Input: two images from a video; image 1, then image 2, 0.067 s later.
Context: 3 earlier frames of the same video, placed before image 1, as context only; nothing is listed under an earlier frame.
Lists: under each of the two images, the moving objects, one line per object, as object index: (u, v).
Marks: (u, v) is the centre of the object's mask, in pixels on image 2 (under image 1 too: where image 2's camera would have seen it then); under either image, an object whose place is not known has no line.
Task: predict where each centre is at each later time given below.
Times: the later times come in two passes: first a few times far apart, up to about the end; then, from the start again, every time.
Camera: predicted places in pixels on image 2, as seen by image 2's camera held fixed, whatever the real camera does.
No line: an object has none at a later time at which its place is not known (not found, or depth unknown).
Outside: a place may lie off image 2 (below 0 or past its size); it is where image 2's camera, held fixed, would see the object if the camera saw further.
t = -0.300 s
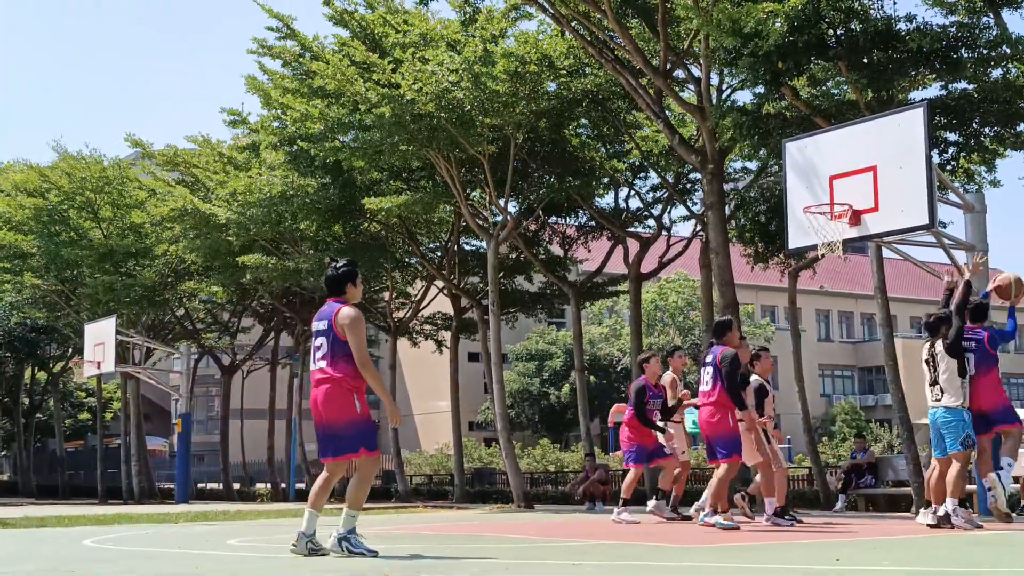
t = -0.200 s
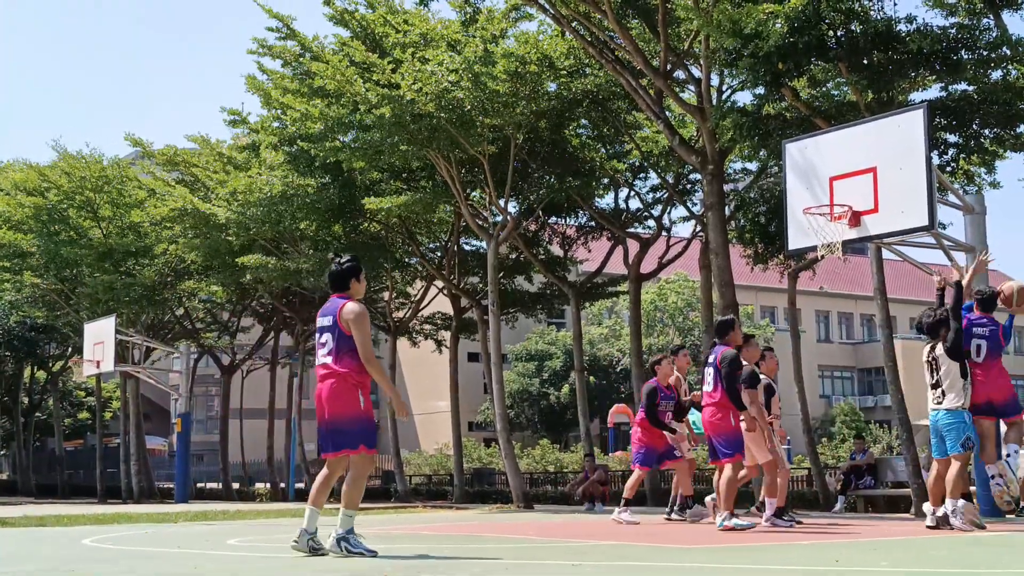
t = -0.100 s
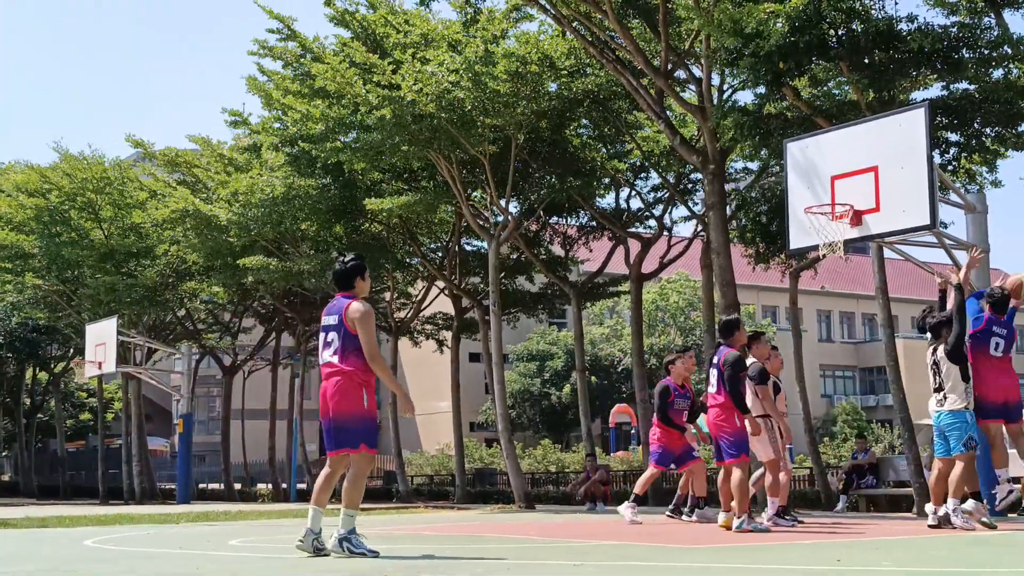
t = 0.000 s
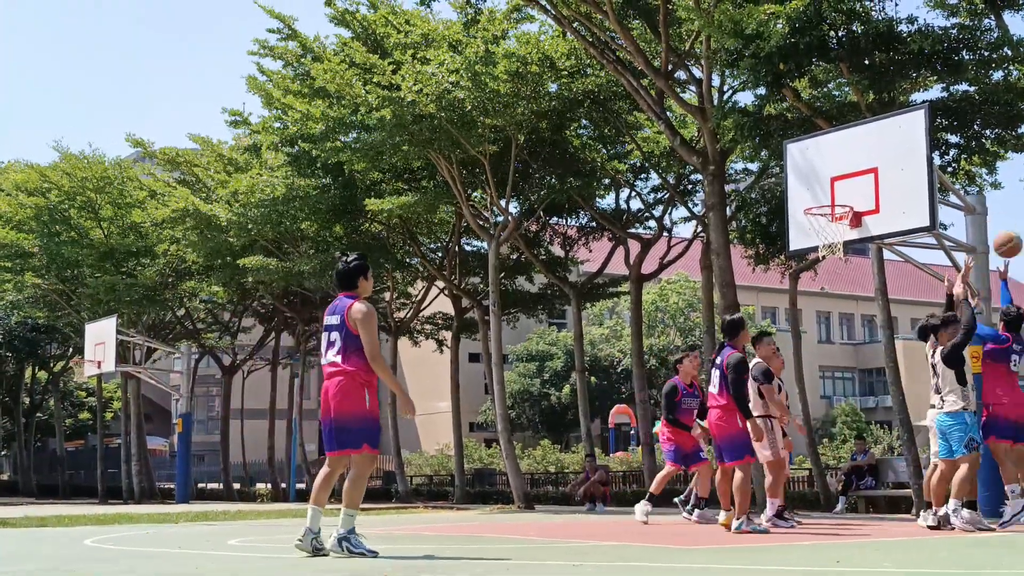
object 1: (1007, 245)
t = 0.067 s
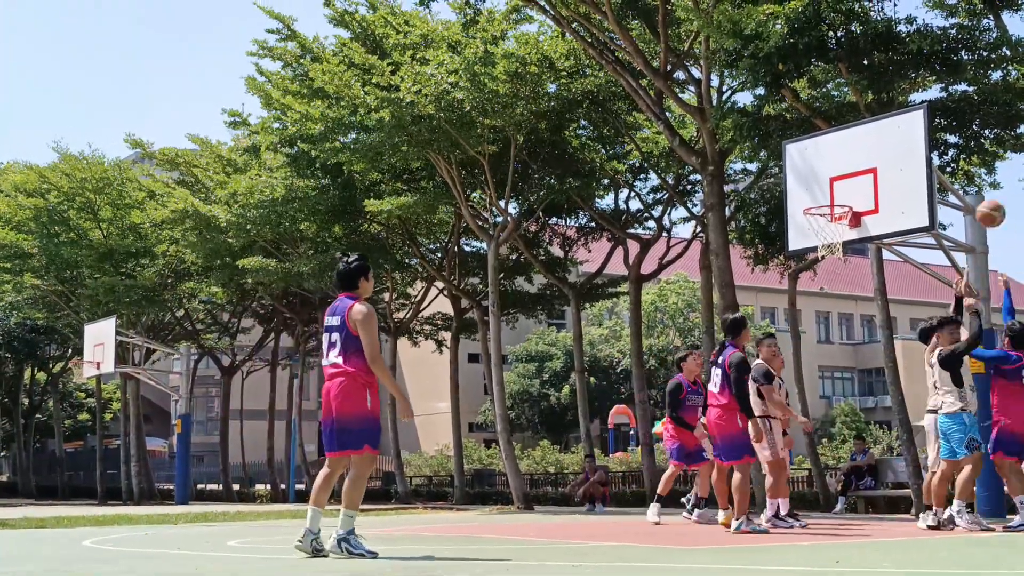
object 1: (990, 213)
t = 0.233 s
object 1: (953, 161)
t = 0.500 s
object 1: (901, 141)
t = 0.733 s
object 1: (860, 184)
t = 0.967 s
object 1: (852, 263)
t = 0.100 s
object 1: (983, 201)
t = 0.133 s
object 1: (975, 189)
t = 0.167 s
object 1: (968, 179)
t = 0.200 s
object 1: (960, 169)
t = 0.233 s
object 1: (953, 161)
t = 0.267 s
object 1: (946, 155)
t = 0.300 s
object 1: (940, 149)
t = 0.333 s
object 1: (933, 145)
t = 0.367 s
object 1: (926, 142)
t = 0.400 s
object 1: (919, 140)
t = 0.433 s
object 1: (912, 140)
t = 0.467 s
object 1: (907, 140)
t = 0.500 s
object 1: (901, 141)
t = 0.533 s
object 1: (895, 144)
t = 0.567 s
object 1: (889, 148)
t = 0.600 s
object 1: (883, 153)
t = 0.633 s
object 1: (878, 159)
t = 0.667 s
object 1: (872, 167)
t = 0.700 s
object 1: (866, 175)
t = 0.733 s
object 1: (860, 184)
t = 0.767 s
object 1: (855, 196)
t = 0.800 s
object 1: (850, 206)
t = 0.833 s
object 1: (850, 216)
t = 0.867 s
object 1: (851, 225)
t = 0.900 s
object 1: (852, 236)
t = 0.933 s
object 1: (851, 250)
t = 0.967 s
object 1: (852, 263)
